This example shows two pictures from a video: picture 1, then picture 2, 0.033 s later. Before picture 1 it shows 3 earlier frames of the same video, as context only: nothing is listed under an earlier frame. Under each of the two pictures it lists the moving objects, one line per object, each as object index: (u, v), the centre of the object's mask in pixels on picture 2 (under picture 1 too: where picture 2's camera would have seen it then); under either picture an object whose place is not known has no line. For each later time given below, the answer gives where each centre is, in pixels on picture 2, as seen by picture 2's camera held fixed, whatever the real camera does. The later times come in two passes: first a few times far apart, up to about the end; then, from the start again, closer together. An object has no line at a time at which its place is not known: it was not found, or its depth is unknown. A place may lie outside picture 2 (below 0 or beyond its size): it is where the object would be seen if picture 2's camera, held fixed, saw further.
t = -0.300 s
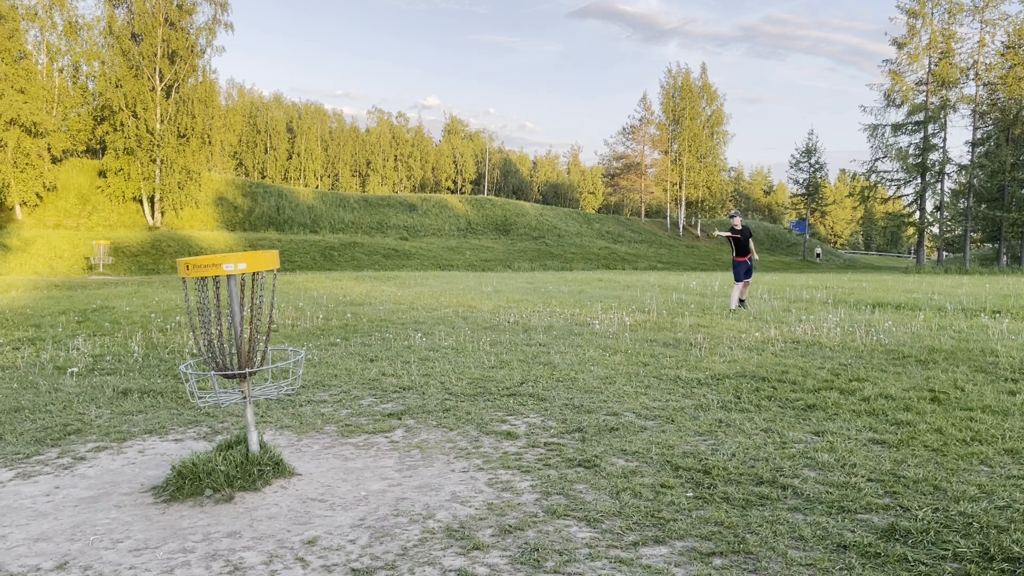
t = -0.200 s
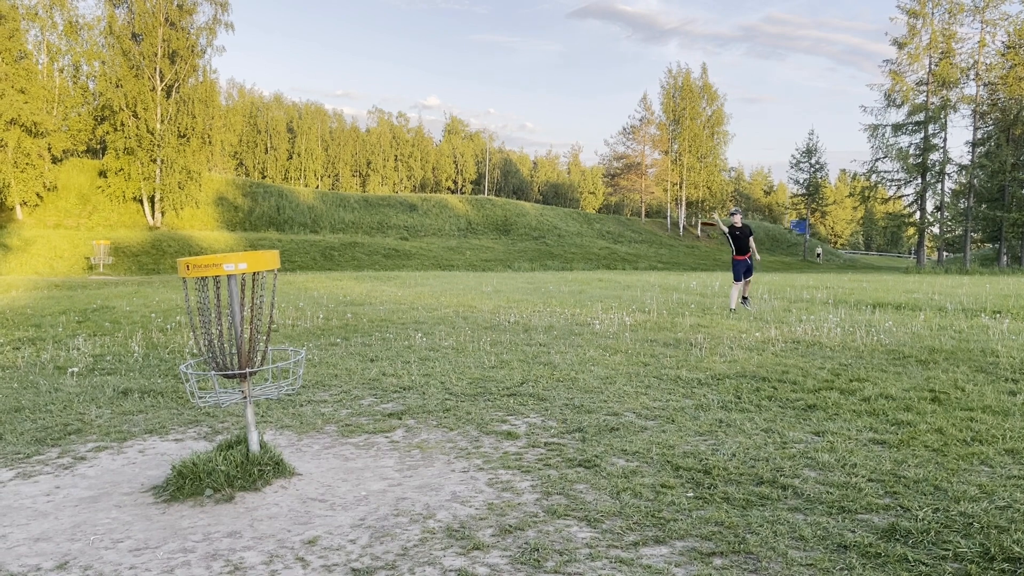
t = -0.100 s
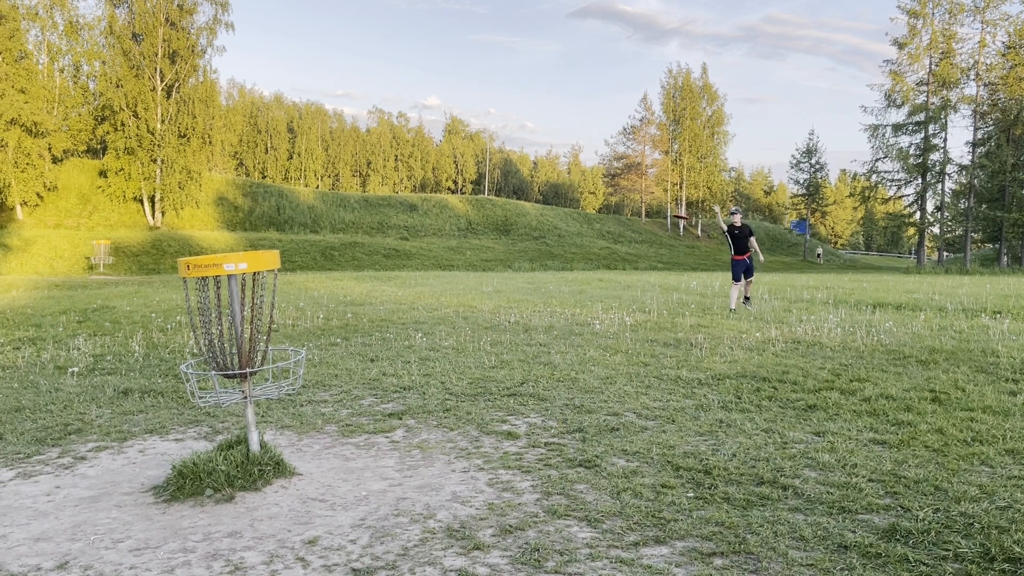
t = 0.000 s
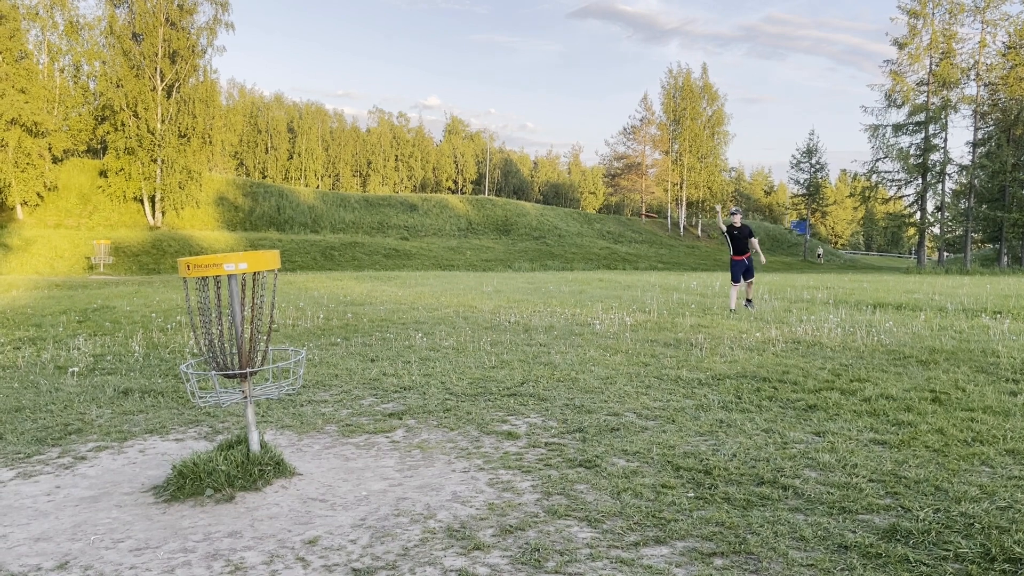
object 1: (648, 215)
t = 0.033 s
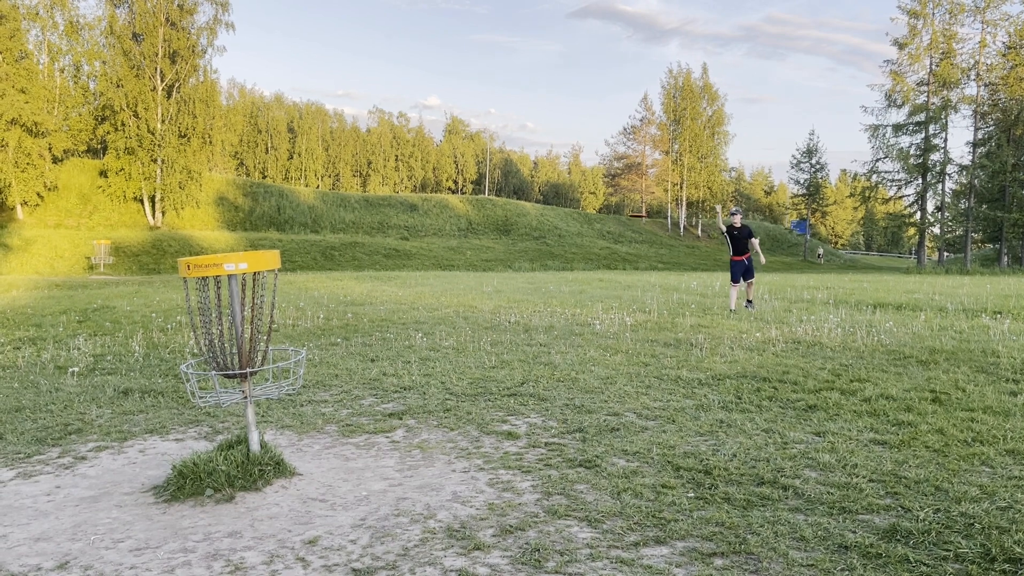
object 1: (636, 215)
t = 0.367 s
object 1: (484, 246)
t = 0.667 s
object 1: (258, 320)
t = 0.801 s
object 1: (250, 340)
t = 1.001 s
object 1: (251, 352)
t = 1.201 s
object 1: (264, 361)
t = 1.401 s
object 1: (271, 373)
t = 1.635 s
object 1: (267, 380)
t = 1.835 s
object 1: (267, 380)
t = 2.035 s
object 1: (267, 380)
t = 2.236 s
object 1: (267, 380)
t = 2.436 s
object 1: (267, 380)
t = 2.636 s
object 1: (268, 380)
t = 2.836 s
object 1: (268, 380)
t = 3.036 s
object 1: (268, 380)
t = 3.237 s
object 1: (268, 380)
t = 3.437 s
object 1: (268, 380)
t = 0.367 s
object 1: (484, 246)
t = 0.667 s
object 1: (258, 320)
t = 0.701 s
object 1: (250, 327)
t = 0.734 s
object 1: (249, 330)
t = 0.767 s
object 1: (248, 333)
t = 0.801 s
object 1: (250, 340)
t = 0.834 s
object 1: (251, 343)
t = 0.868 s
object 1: (253, 347)
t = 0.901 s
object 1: (253, 348)
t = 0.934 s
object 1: (253, 351)
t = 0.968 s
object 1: (252, 352)
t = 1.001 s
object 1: (251, 352)
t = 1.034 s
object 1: (252, 351)
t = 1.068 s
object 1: (253, 350)
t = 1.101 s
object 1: (256, 351)
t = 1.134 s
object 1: (259, 353)
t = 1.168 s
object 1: (261, 357)
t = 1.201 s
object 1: (264, 361)
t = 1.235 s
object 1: (268, 368)
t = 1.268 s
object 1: (271, 374)
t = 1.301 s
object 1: (272, 372)
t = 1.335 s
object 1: (271, 372)
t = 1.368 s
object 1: (272, 372)
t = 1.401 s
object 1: (271, 373)
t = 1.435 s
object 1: (269, 374)
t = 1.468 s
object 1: (269, 376)
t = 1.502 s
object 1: (267, 379)
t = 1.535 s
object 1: (267, 379)
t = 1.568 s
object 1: (267, 379)
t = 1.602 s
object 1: (267, 379)
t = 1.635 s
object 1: (267, 380)
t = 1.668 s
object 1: (267, 379)
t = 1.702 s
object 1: (267, 379)
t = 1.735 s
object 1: (267, 380)
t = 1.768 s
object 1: (267, 380)
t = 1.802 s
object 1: (267, 380)
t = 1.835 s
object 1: (267, 380)
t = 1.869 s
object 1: (267, 380)
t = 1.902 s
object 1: (267, 380)
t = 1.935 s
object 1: (267, 380)
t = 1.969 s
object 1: (267, 380)
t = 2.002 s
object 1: (267, 380)
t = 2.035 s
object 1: (267, 380)
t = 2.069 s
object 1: (267, 380)
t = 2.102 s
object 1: (267, 380)
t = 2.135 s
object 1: (267, 380)
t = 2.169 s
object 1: (267, 380)
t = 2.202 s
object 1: (267, 380)
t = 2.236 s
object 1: (267, 380)
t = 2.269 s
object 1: (267, 380)
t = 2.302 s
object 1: (267, 380)
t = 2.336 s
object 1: (267, 380)
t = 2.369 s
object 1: (267, 380)
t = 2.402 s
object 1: (267, 380)
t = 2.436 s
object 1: (267, 380)
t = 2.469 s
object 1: (267, 380)
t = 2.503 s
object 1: (268, 380)
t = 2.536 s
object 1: (268, 380)
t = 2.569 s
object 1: (268, 380)
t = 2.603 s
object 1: (268, 380)
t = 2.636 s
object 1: (268, 380)
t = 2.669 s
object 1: (268, 380)
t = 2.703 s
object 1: (268, 380)
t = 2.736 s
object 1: (268, 380)
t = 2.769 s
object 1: (268, 380)
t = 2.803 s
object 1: (268, 380)
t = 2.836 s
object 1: (268, 380)
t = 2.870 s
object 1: (268, 380)
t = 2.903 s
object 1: (268, 380)
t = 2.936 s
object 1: (267, 380)
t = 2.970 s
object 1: (268, 380)
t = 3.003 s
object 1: (268, 380)
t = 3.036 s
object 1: (268, 380)
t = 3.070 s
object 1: (268, 380)
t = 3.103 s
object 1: (268, 380)
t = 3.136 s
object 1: (268, 380)
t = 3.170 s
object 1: (268, 380)
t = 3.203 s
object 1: (268, 380)
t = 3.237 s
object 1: (268, 380)
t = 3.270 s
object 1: (268, 380)
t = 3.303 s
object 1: (268, 380)
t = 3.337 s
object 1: (268, 380)
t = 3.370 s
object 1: (268, 380)
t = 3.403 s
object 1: (268, 380)
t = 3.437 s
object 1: (268, 380)
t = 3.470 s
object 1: (268, 380)
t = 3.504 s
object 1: (268, 381)
